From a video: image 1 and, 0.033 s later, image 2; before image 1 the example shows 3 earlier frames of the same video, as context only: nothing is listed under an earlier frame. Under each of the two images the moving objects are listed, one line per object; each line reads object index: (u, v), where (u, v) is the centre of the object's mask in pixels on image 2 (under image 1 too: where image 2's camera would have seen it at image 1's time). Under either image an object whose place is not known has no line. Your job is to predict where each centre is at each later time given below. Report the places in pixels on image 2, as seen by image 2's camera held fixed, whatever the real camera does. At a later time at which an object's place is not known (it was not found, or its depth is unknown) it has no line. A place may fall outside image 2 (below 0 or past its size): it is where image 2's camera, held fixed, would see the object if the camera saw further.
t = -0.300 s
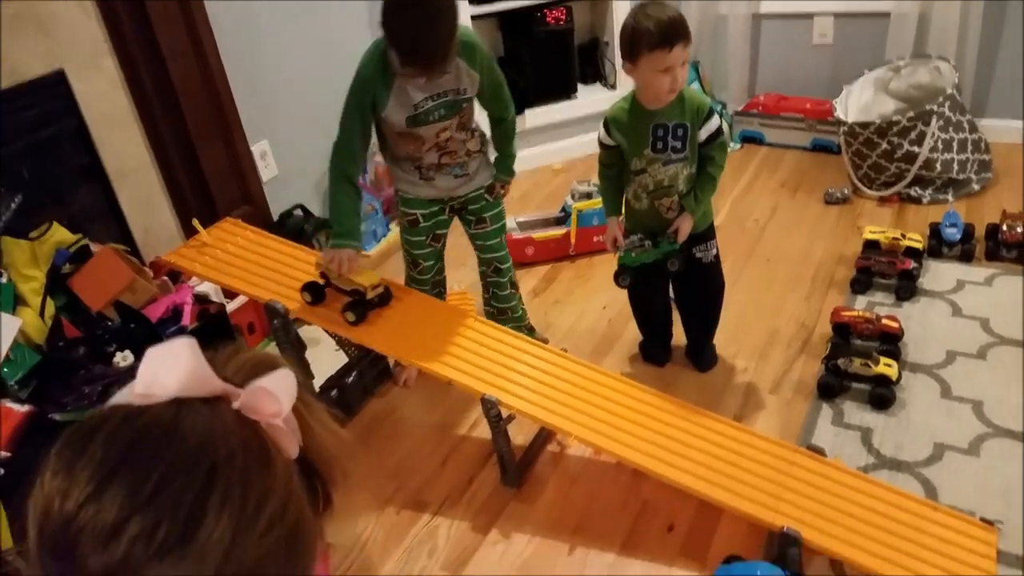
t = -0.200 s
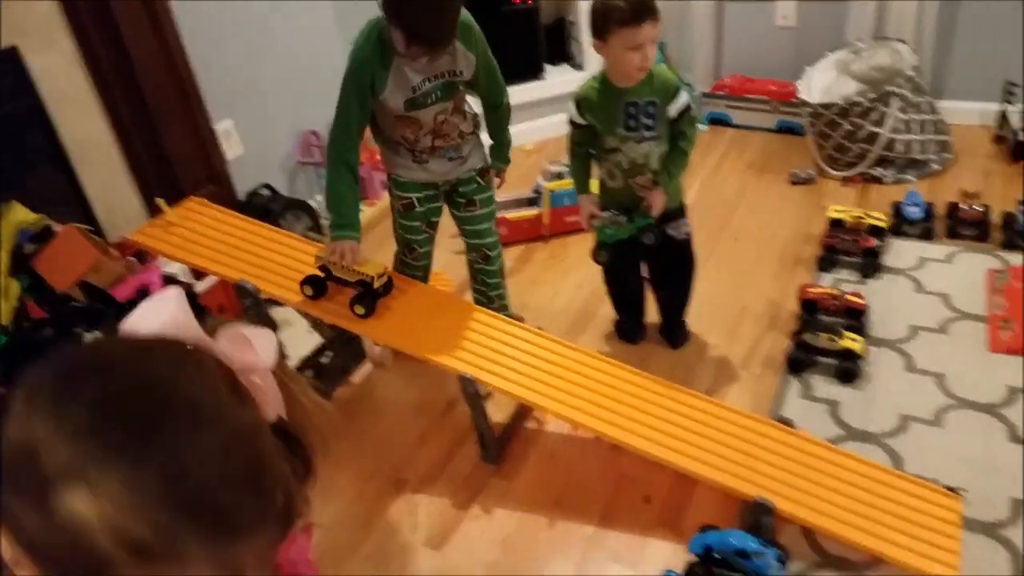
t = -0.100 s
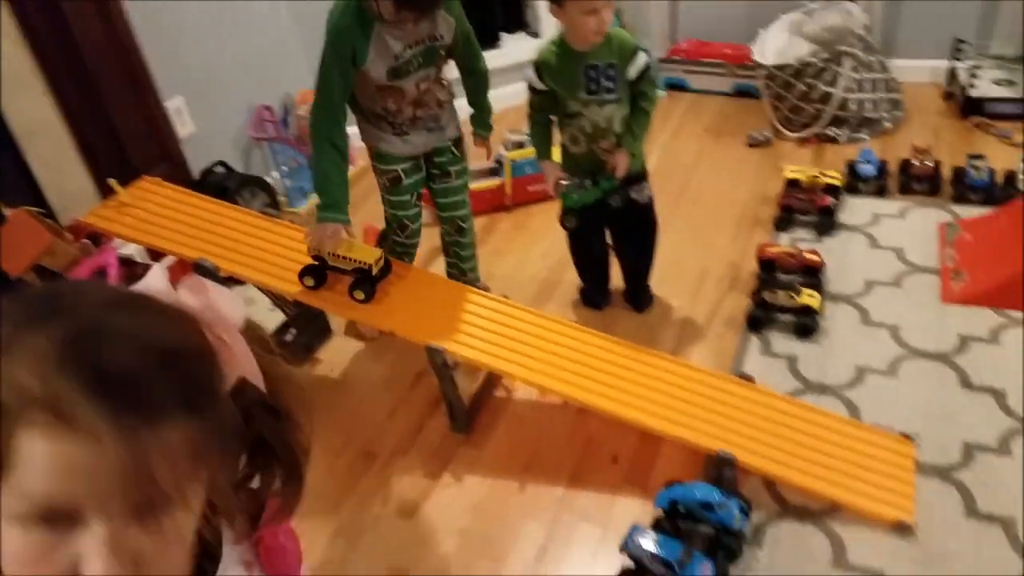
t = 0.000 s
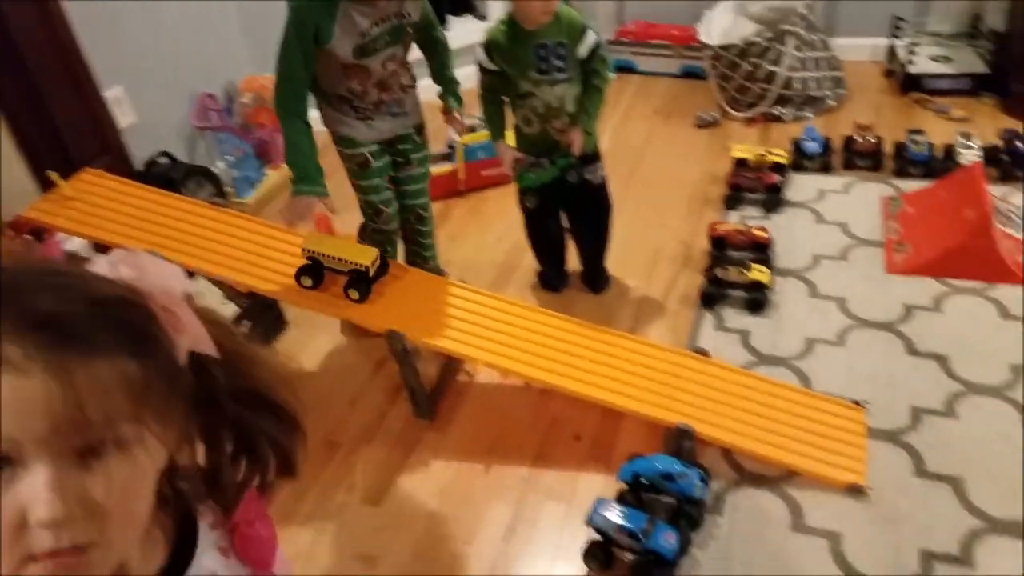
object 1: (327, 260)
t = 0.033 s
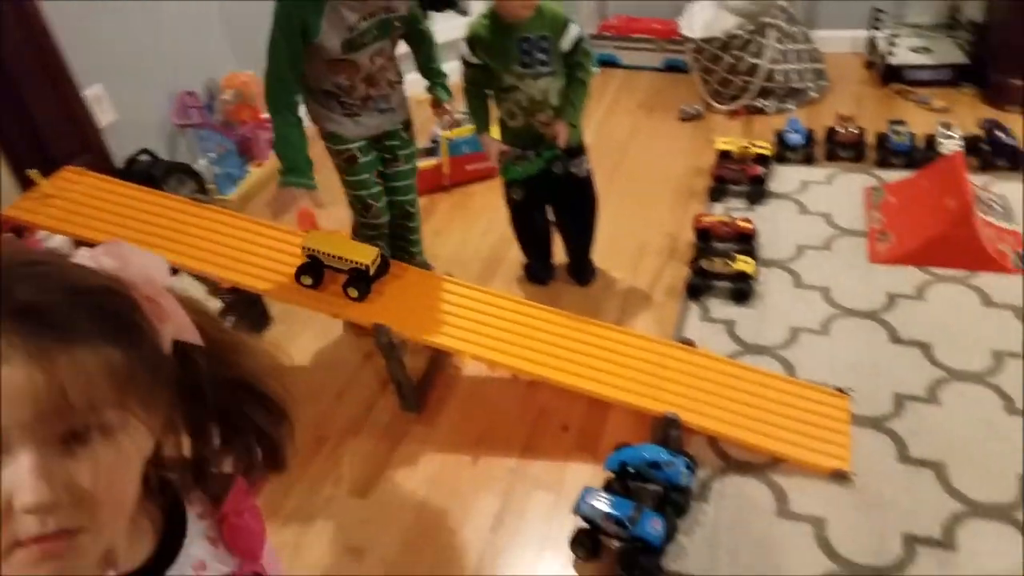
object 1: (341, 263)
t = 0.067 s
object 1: (355, 266)
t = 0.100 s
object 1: (371, 271)
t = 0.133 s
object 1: (388, 277)
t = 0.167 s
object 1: (405, 282)
